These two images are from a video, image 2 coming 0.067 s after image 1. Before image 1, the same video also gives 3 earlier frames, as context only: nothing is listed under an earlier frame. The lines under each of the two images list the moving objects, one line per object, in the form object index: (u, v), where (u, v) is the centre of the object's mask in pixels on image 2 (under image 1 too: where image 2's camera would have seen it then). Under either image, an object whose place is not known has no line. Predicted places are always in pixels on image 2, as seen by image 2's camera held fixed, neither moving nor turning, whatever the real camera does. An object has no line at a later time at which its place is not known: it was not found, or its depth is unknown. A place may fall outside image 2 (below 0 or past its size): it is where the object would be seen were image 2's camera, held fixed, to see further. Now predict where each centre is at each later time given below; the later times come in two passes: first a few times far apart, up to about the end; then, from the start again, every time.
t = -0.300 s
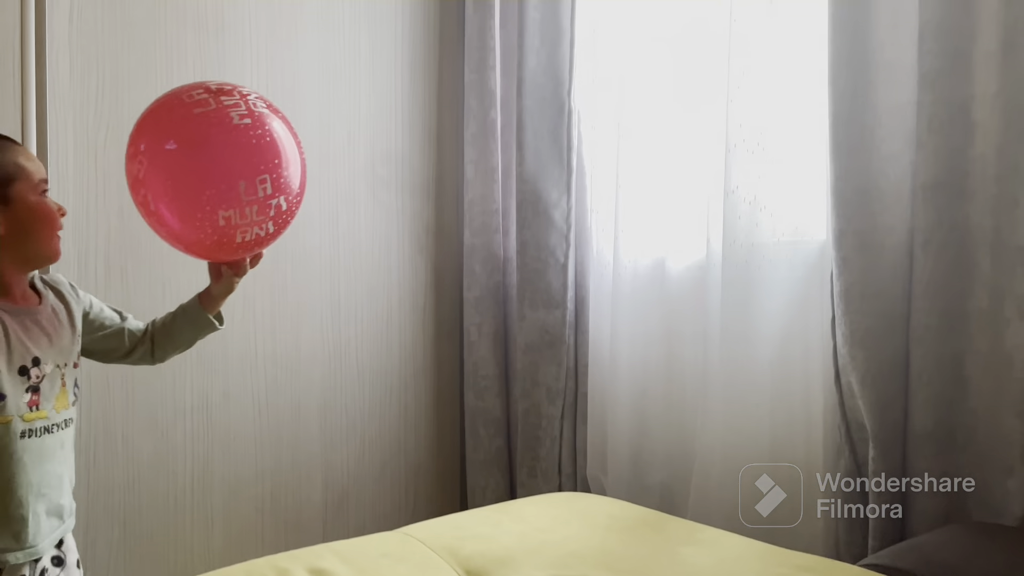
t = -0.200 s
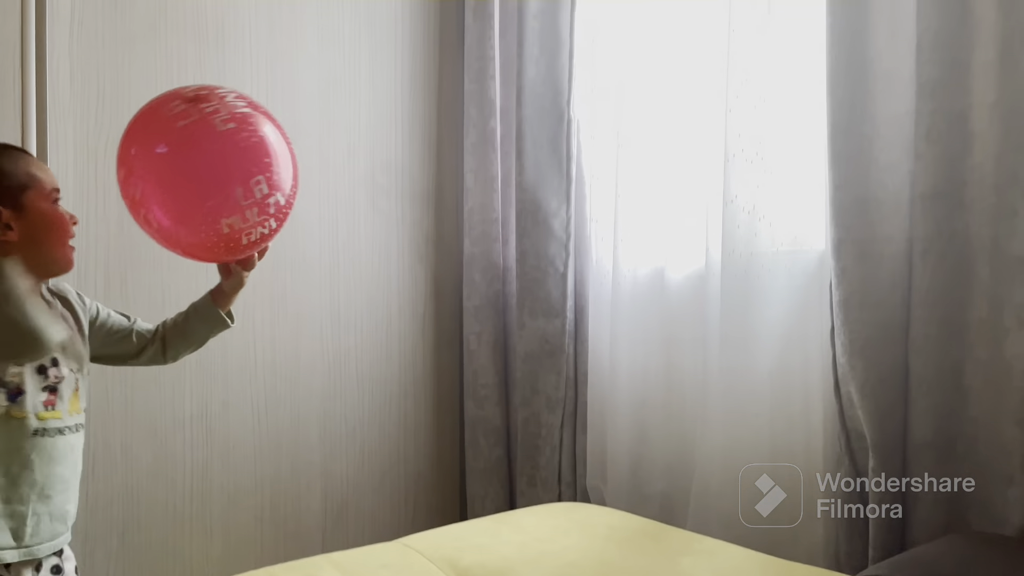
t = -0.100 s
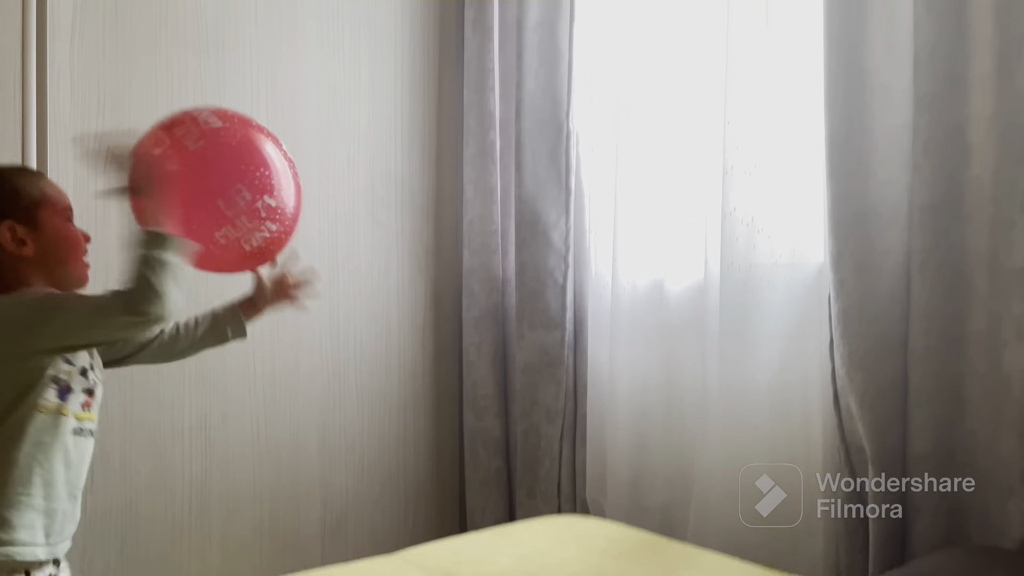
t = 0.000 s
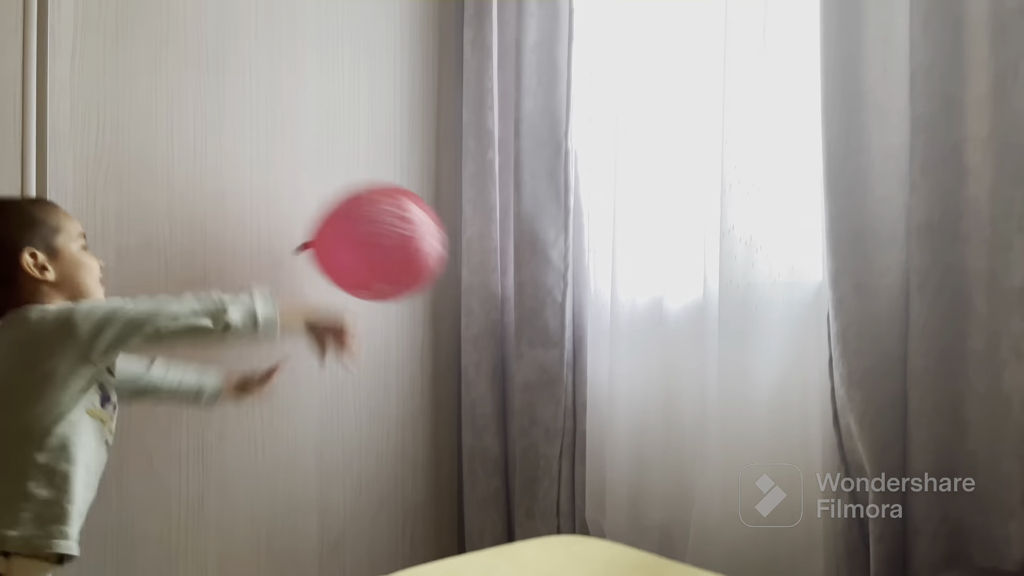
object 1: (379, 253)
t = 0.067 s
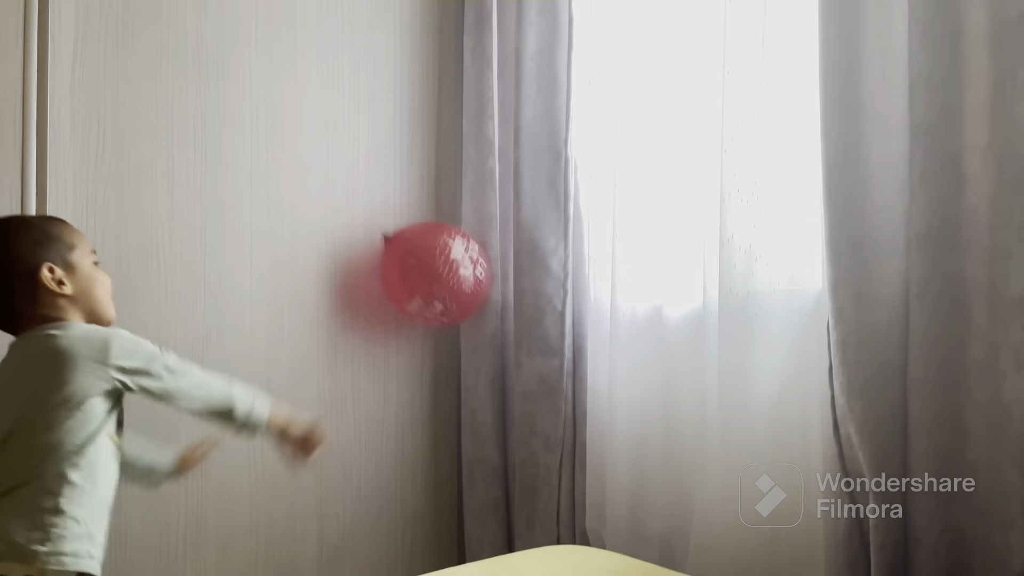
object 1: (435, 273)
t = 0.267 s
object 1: (475, 268)
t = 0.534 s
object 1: (486, 287)
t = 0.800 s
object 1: (497, 371)
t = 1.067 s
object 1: (500, 501)
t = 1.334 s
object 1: (428, 513)
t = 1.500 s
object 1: (393, 534)
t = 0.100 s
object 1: (448, 277)
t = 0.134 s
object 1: (461, 276)
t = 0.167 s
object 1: (468, 274)
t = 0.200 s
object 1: (472, 272)
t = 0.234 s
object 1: (474, 270)
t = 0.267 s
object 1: (475, 268)
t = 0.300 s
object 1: (476, 267)
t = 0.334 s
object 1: (477, 267)
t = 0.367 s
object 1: (478, 268)
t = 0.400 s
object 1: (480, 270)
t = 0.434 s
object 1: (482, 273)
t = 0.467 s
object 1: (483, 277)
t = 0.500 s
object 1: (485, 282)
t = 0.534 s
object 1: (486, 287)
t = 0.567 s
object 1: (487, 294)
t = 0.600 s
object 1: (488, 301)
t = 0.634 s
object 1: (490, 309)
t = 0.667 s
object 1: (491, 319)
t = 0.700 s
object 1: (493, 331)
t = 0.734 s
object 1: (495, 343)
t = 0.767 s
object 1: (496, 357)
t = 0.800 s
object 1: (497, 371)
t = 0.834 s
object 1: (498, 386)
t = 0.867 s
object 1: (499, 401)
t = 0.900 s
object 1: (499, 418)
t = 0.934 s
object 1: (500, 435)
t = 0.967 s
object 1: (500, 453)
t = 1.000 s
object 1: (501, 471)
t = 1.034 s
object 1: (502, 489)
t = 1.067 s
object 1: (500, 501)
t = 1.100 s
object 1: (490, 503)
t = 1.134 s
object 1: (479, 504)
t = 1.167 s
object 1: (470, 505)
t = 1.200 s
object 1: (460, 506)
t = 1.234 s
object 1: (452, 508)
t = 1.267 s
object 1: (443, 509)
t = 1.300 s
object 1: (436, 511)
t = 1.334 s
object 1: (428, 513)
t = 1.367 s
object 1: (420, 516)
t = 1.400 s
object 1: (413, 520)
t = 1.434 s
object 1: (406, 525)
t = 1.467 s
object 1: (400, 529)
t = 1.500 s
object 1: (393, 534)
